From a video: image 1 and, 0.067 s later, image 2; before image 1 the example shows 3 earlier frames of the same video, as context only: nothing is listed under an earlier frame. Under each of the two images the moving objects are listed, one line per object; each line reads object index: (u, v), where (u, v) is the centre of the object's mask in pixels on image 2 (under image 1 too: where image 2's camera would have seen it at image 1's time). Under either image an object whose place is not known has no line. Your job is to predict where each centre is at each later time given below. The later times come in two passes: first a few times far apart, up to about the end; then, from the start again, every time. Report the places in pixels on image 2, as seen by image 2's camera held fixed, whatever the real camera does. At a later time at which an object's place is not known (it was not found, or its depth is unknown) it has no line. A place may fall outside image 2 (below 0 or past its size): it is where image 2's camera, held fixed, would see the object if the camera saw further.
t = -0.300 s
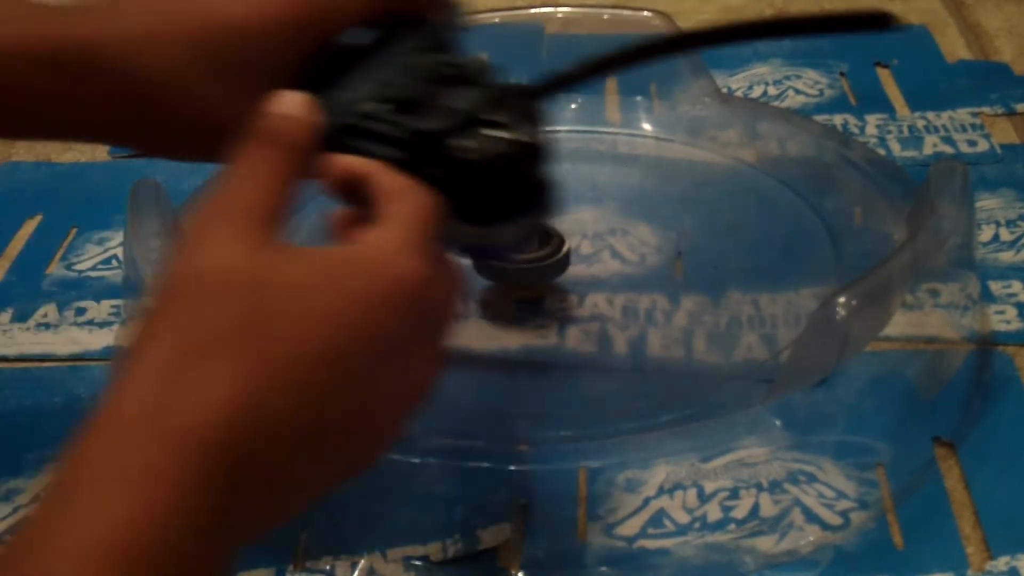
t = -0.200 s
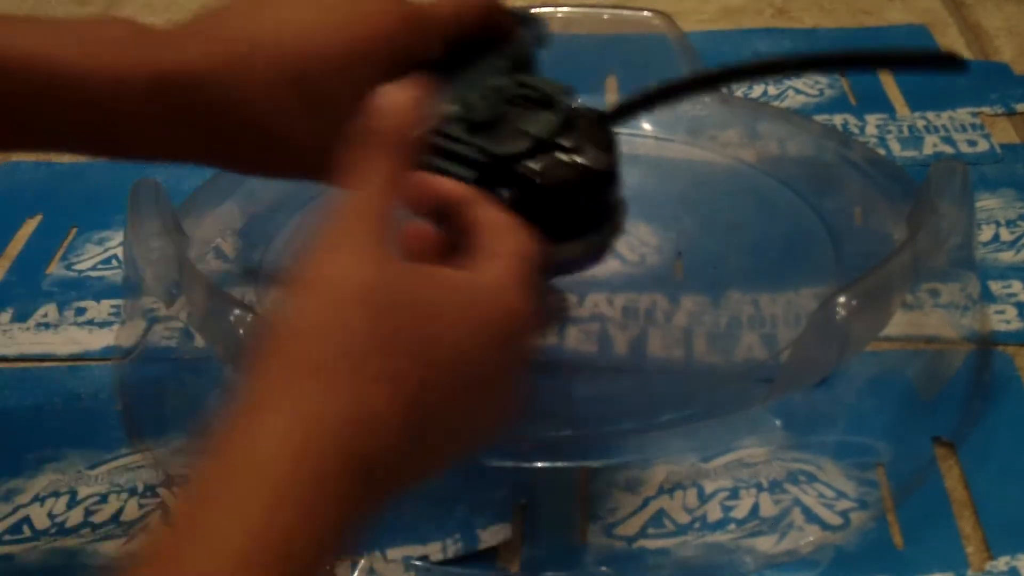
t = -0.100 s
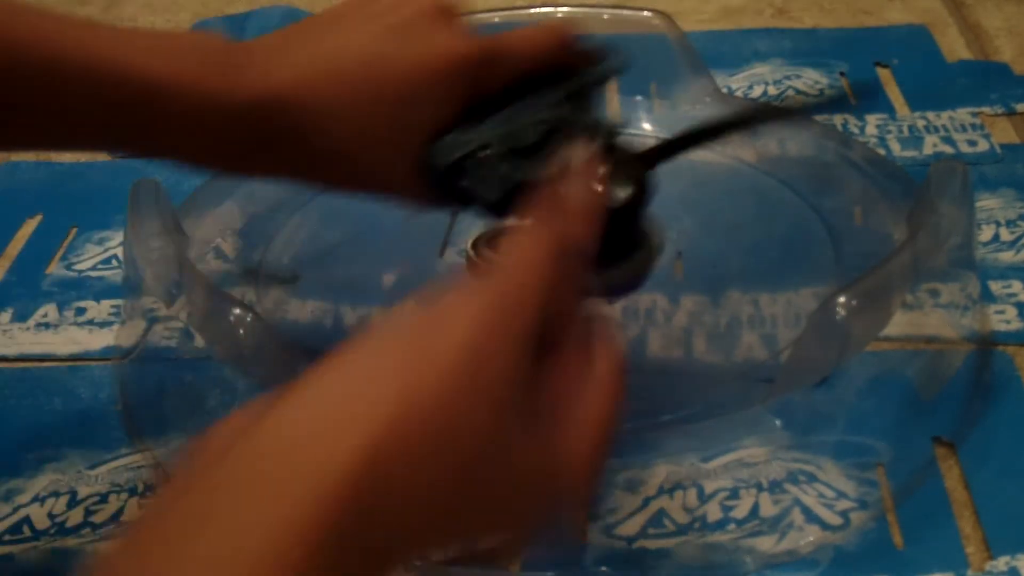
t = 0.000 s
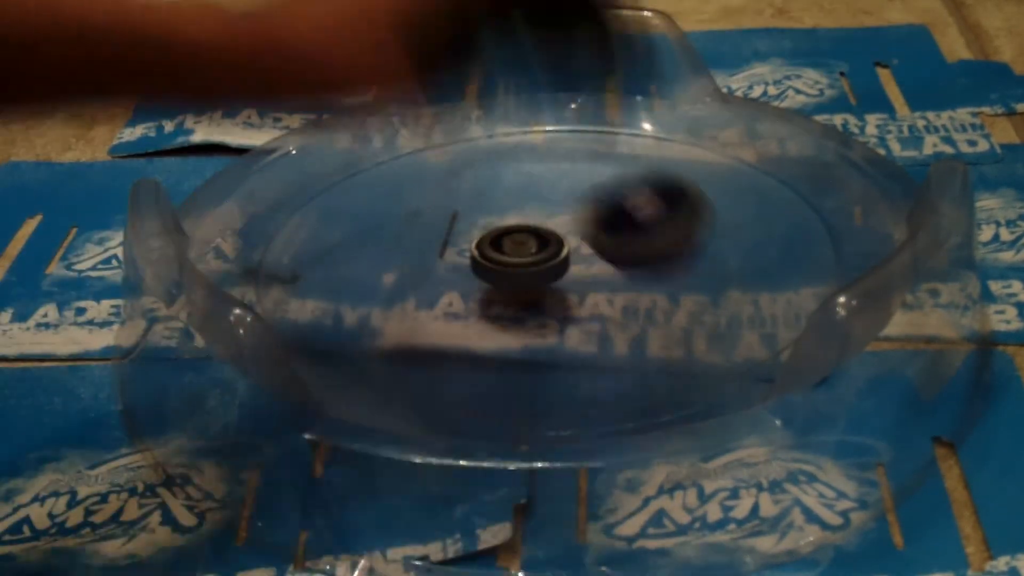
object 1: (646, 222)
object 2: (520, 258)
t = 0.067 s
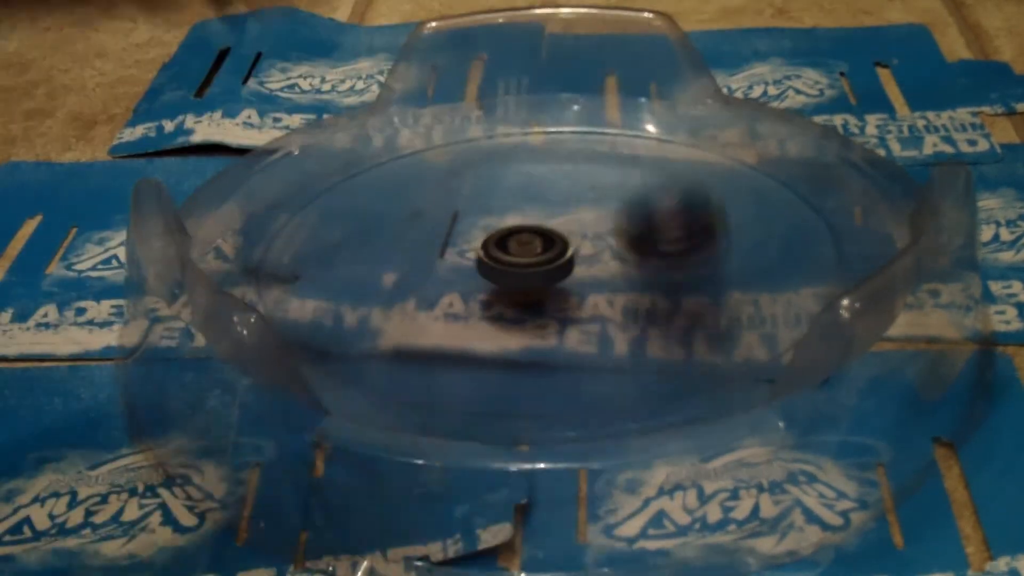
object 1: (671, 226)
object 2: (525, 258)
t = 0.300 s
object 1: (575, 98)
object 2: (533, 253)
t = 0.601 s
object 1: (435, 184)
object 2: (525, 247)
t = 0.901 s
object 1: (424, 281)
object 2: (528, 249)
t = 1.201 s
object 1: (540, 318)
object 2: (543, 247)
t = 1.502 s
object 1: (610, 287)
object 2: (549, 243)
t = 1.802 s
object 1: (692, 296)
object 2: (408, 171)
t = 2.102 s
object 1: (633, 263)
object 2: (430, 250)
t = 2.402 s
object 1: (855, 183)
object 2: (198, 161)
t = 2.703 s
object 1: (661, 198)
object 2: (102, 206)
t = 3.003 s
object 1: (522, 210)
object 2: (75, 173)
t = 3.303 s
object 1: (461, 244)
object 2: (96, 137)
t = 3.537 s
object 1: (477, 266)
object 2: (103, 114)
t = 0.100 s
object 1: (664, 189)
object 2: (529, 257)
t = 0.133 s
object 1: (657, 171)
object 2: (530, 257)
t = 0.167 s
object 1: (645, 151)
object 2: (530, 257)
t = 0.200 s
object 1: (630, 130)
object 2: (532, 255)
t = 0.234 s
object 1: (612, 112)
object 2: (534, 254)
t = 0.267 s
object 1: (596, 102)
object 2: (534, 255)
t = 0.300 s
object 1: (575, 98)
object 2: (533, 253)
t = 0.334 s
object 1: (552, 102)
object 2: (530, 252)
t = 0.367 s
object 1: (532, 108)
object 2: (528, 252)
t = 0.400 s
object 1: (514, 118)
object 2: (526, 250)
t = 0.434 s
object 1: (497, 128)
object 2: (526, 249)
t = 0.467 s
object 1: (483, 138)
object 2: (527, 249)
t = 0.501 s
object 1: (469, 149)
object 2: (529, 248)
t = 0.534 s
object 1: (457, 161)
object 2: (529, 247)
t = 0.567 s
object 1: (445, 173)
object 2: (528, 246)
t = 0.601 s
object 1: (435, 184)
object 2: (525, 247)
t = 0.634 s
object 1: (427, 196)
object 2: (523, 248)
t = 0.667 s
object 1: (421, 208)
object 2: (525, 250)
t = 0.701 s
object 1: (416, 220)
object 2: (528, 250)
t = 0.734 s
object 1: (413, 231)
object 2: (531, 249)
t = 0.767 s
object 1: (411, 241)
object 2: (532, 248)
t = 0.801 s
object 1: (411, 252)
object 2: (532, 247)
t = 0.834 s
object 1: (414, 263)
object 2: (530, 246)
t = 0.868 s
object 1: (418, 272)
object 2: (528, 248)
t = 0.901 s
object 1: (424, 281)
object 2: (528, 249)
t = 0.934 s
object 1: (432, 290)
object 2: (531, 251)
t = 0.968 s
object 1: (443, 297)
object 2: (534, 248)
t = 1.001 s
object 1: (455, 303)
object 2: (537, 248)
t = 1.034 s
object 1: (469, 308)
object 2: (539, 247)
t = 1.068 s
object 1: (483, 313)
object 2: (539, 246)
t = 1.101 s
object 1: (498, 316)
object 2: (538, 246)
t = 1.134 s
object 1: (513, 318)
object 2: (538, 246)
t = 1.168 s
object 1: (528, 318)
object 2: (540, 247)
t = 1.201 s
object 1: (540, 318)
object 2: (543, 247)
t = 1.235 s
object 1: (552, 317)
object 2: (546, 247)
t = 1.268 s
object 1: (563, 315)
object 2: (548, 246)
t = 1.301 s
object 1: (574, 313)
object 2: (549, 244)
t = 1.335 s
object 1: (584, 309)
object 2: (548, 244)
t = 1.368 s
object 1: (591, 306)
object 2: (547, 244)
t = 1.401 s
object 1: (599, 301)
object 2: (547, 244)
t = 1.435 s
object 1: (604, 297)
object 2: (547, 244)
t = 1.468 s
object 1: (609, 292)
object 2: (549, 244)
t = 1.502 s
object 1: (610, 287)
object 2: (549, 243)
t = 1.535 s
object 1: (629, 298)
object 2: (538, 233)
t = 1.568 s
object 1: (648, 306)
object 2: (517, 210)
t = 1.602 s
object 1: (663, 312)
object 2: (496, 188)
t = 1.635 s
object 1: (673, 314)
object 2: (478, 173)
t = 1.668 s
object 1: (680, 313)
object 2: (461, 165)
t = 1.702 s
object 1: (685, 309)
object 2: (445, 162)
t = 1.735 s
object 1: (689, 305)
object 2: (431, 163)
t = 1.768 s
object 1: (691, 300)
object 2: (419, 166)
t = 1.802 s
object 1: (692, 296)
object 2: (408, 171)
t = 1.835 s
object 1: (690, 291)
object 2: (400, 177)
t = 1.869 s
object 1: (687, 287)
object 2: (394, 185)
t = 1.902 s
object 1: (682, 283)
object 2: (391, 193)
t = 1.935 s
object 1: (676, 279)
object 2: (390, 203)
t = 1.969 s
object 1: (669, 275)
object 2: (392, 212)
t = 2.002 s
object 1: (662, 271)
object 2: (397, 223)
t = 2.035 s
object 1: (653, 268)
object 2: (405, 233)
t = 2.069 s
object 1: (643, 265)
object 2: (416, 242)
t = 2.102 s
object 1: (633, 263)
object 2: (430, 250)
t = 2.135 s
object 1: (624, 262)
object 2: (448, 257)
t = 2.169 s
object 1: (613, 261)
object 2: (468, 260)
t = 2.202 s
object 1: (603, 261)
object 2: (485, 262)
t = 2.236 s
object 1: (681, 257)
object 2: (425, 254)
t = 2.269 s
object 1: (767, 244)
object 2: (365, 231)
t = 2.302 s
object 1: (858, 218)
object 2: (294, 203)
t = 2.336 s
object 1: (865, 187)
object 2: (245, 179)
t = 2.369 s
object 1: (861, 176)
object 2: (218, 165)
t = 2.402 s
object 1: (855, 183)
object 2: (198, 161)
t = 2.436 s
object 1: (842, 214)
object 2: (180, 163)
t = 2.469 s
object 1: (823, 212)
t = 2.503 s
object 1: (800, 207)
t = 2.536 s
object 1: (777, 206)
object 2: (123, 214)
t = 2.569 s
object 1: (754, 203)
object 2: (120, 210)
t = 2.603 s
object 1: (730, 201)
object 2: (117, 218)
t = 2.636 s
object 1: (706, 200)
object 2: (109, 211)
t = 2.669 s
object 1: (682, 198)
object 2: (105, 212)
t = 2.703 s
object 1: (661, 198)
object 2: (102, 206)
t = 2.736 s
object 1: (640, 198)
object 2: (99, 202)
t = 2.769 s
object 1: (621, 198)
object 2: (94, 198)
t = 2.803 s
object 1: (603, 200)
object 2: (89, 195)
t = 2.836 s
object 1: (587, 200)
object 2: (83, 193)
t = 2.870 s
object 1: (573, 200)
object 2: (78, 188)
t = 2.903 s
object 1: (560, 202)
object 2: (76, 185)
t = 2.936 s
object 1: (548, 205)
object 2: (74, 180)
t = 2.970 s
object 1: (534, 206)
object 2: (74, 176)
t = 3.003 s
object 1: (522, 210)
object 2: (75, 173)
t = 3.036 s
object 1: (511, 216)
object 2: (76, 169)
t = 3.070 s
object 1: (499, 216)
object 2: (78, 164)
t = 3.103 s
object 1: (490, 220)
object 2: (80, 161)
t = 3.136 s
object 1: (482, 223)
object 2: (83, 157)
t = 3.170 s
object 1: (475, 229)
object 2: (85, 153)
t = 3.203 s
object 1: (470, 233)
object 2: (87, 150)
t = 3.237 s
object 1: (466, 237)
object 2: (90, 146)
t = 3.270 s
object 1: (463, 241)
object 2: (93, 143)
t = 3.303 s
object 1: (461, 244)
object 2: (96, 137)
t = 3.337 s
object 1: (460, 248)
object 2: (100, 134)
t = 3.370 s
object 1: (461, 251)
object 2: (104, 130)
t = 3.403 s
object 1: (462, 255)
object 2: (106, 125)
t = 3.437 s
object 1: (464, 259)
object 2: (105, 121)
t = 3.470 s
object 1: (467, 261)
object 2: (105, 118)
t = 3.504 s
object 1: (472, 264)
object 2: (104, 116)
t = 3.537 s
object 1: (477, 266)
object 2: (103, 114)
